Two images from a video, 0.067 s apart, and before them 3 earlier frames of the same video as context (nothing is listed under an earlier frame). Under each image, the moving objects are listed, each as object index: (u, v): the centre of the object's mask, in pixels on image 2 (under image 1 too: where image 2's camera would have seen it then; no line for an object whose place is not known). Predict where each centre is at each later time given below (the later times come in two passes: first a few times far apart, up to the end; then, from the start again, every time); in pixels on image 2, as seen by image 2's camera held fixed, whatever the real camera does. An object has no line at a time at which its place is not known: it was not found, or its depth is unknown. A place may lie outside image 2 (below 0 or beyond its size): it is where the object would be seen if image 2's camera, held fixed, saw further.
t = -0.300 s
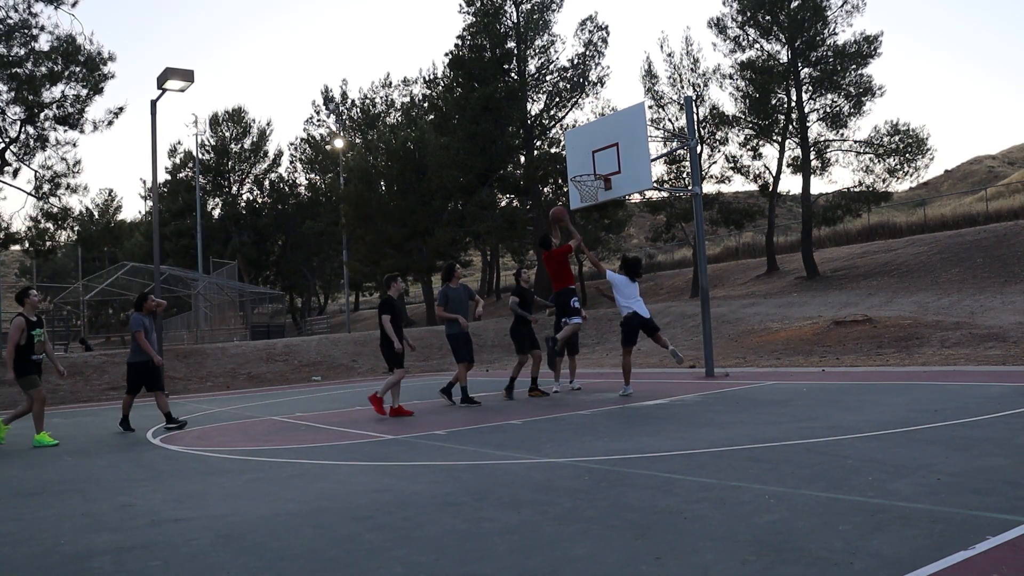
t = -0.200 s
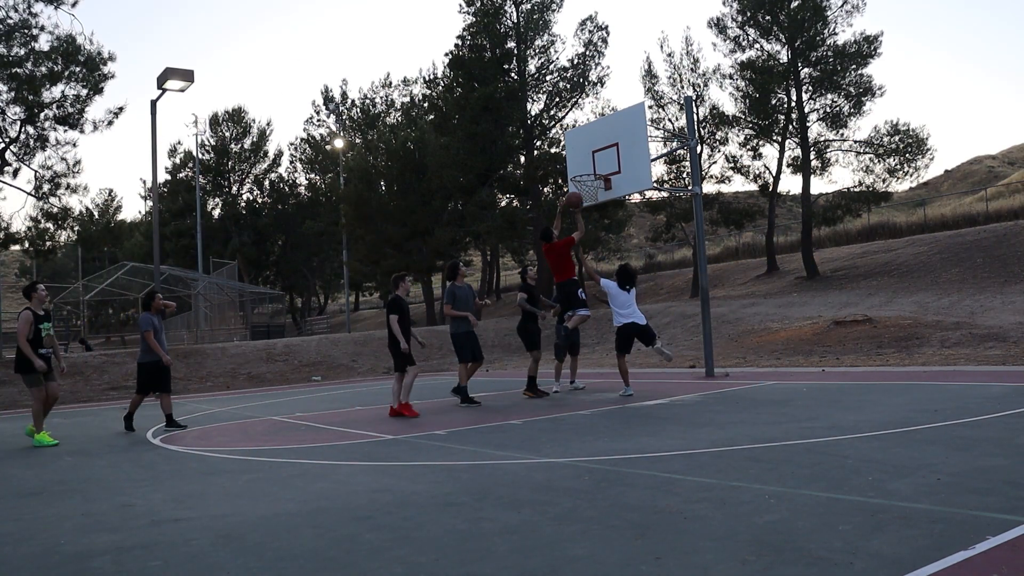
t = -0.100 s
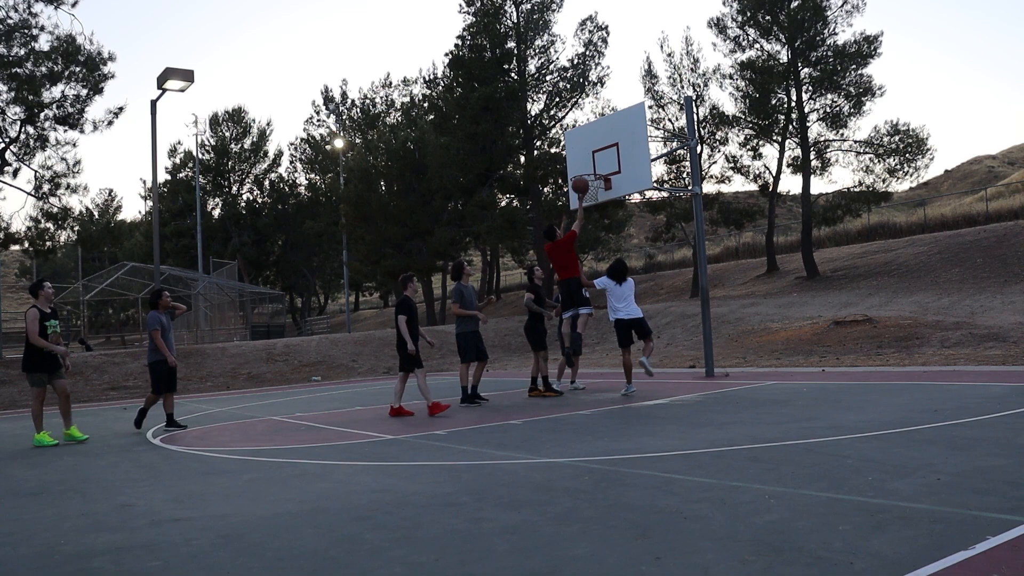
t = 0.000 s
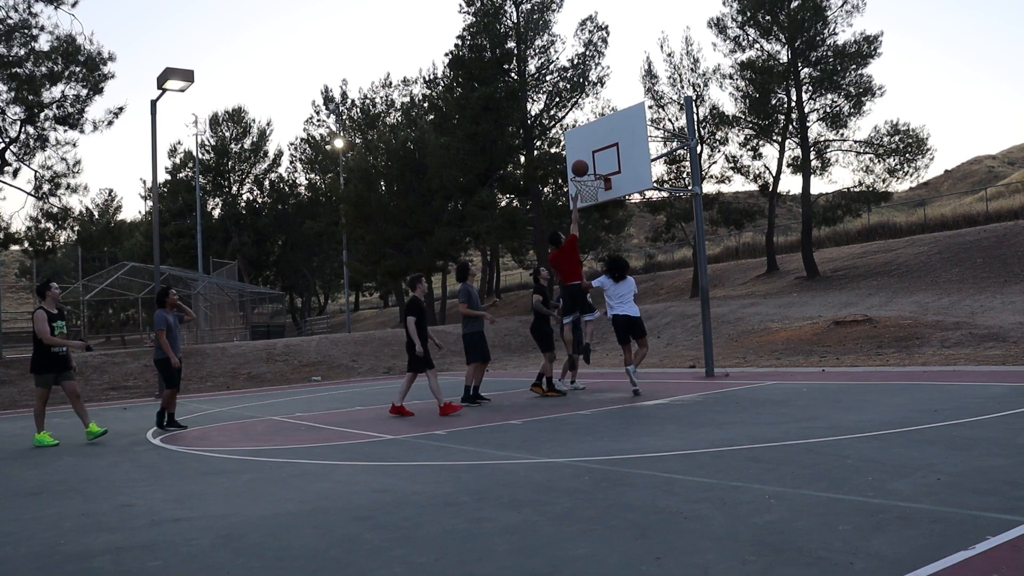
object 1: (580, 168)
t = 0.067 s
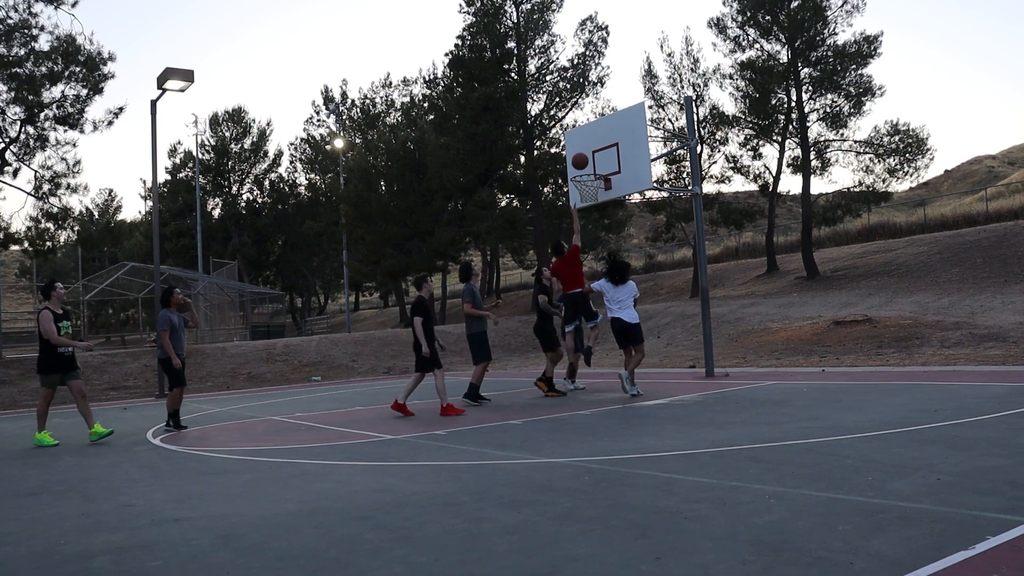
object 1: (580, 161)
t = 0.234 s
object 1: (581, 157)
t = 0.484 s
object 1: (585, 172)
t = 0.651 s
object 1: (590, 190)
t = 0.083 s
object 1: (580, 160)
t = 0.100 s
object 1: (580, 159)
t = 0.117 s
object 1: (580, 158)
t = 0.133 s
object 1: (580, 157)
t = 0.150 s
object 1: (580, 157)
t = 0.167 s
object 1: (580, 156)
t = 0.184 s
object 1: (580, 156)
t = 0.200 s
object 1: (580, 156)
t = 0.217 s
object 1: (581, 157)
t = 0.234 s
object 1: (581, 157)
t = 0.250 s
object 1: (581, 158)
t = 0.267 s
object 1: (581, 159)
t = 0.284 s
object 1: (581, 160)
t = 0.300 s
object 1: (581, 161)
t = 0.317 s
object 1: (582, 163)
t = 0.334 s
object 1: (582, 164)
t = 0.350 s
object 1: (582, 166)
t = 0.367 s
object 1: (582, 167)
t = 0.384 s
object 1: (583, 167)
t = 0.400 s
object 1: (583, 168)
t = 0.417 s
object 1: (583, 168)
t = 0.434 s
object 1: (584, 169)
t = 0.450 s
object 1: (584, 170)
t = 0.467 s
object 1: (585, 171)
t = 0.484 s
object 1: (585, 172)
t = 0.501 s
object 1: (585, 173)
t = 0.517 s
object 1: (586, 175)
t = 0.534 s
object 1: (586, 177)
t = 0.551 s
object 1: (587, 178)
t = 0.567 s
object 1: (588, 180)
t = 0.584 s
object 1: (588, 182)
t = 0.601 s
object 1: (588, 185)
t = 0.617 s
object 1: (589, 188)
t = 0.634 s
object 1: (589, 189)
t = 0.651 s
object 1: (590, 190)
